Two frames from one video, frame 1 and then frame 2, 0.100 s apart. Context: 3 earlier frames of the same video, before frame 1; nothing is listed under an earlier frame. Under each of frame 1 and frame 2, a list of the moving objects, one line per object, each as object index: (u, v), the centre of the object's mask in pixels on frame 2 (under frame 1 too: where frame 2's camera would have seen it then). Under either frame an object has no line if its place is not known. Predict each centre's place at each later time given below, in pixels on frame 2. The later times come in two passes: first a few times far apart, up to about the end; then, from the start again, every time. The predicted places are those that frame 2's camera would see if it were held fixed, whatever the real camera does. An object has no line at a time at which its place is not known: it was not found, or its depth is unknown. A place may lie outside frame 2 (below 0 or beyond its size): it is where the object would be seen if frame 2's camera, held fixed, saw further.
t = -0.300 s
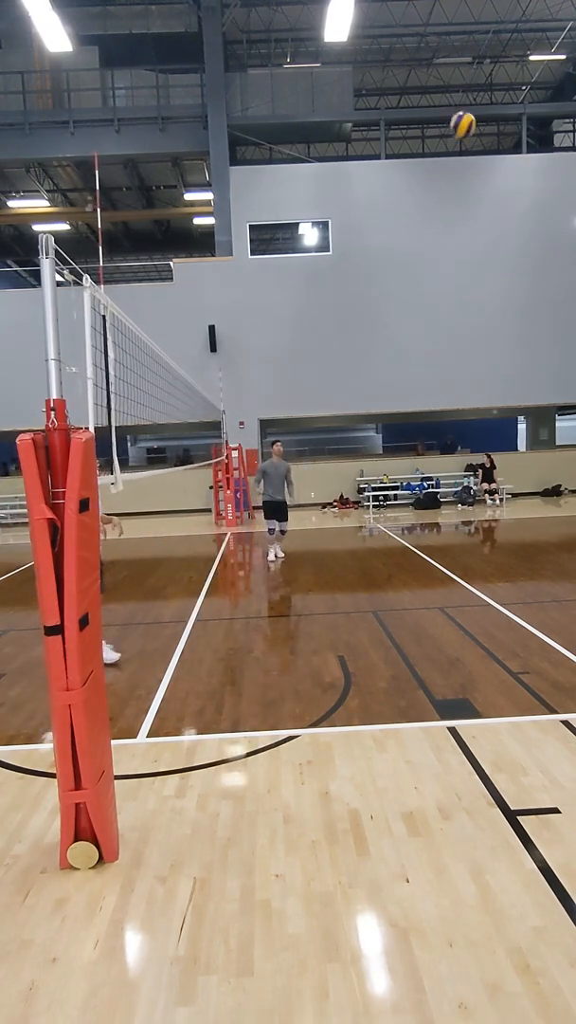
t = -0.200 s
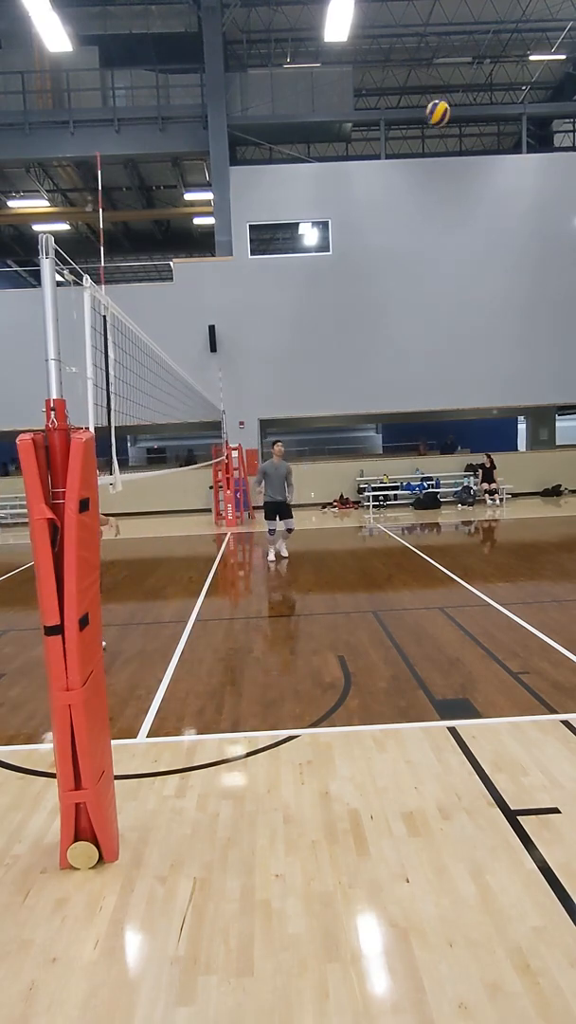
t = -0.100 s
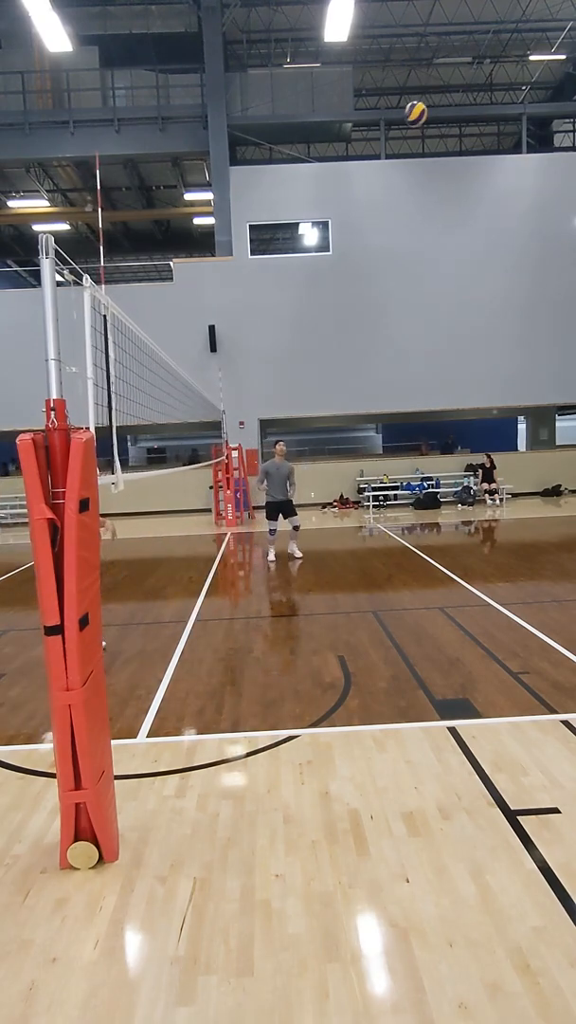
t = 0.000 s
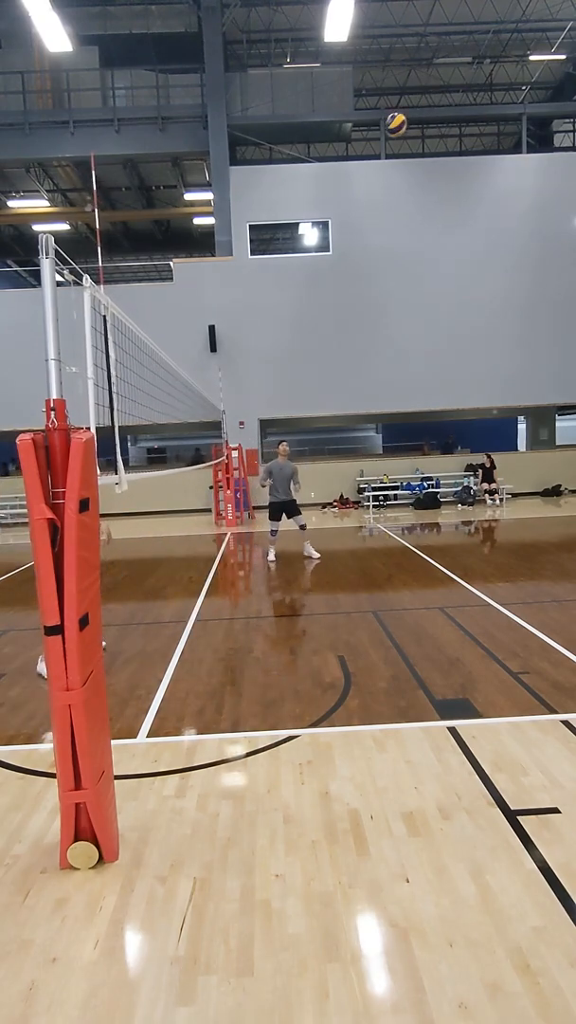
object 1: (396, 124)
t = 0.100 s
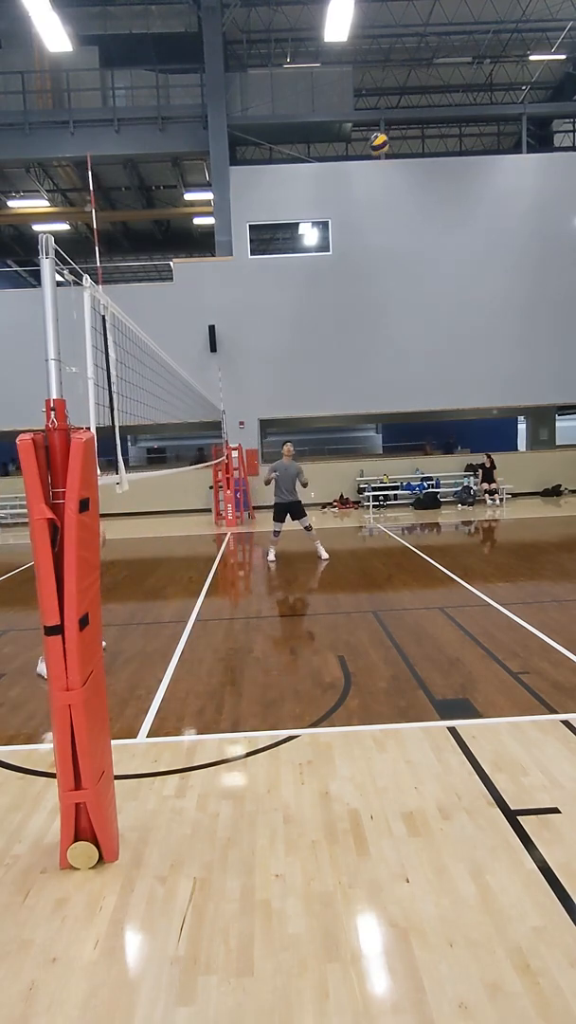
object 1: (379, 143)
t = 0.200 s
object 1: (363, 171)
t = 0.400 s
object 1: (338, 244)
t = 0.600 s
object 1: (318, 334)
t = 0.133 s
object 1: (373, 152)
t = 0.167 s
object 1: (368, 161)
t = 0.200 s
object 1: (363, 171)
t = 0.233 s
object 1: (358, 182)
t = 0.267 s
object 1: (354, 193)
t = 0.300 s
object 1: (349, 205)
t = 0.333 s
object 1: (345, 217)
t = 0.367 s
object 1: (341, 230)
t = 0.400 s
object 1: (338, 244)
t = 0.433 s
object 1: (334, 257)
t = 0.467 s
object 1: (331, 272)
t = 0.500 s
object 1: (327, 286)
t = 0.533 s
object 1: (324, 302)
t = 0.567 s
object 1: (321, 318)
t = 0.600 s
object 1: (318, 334)
